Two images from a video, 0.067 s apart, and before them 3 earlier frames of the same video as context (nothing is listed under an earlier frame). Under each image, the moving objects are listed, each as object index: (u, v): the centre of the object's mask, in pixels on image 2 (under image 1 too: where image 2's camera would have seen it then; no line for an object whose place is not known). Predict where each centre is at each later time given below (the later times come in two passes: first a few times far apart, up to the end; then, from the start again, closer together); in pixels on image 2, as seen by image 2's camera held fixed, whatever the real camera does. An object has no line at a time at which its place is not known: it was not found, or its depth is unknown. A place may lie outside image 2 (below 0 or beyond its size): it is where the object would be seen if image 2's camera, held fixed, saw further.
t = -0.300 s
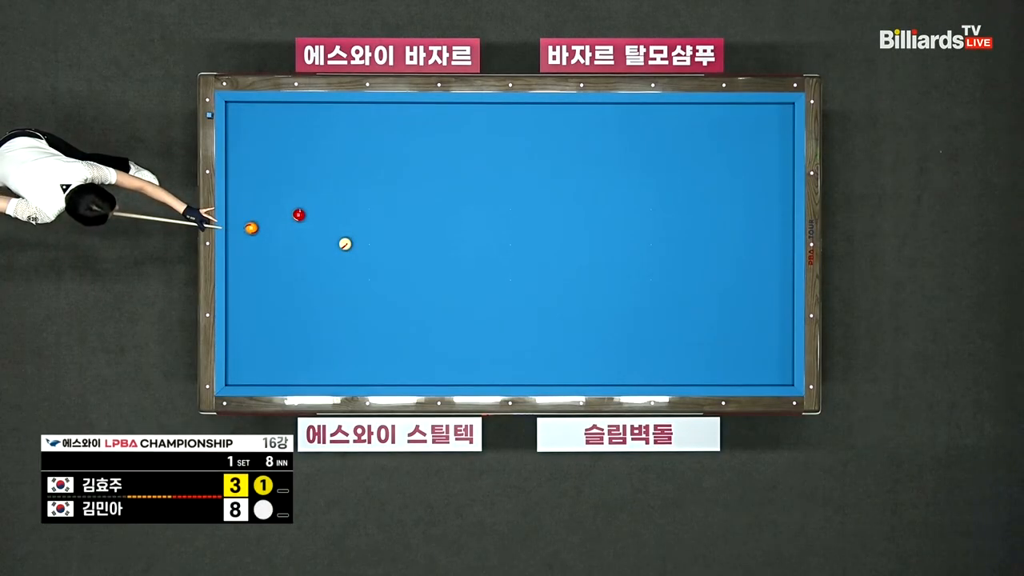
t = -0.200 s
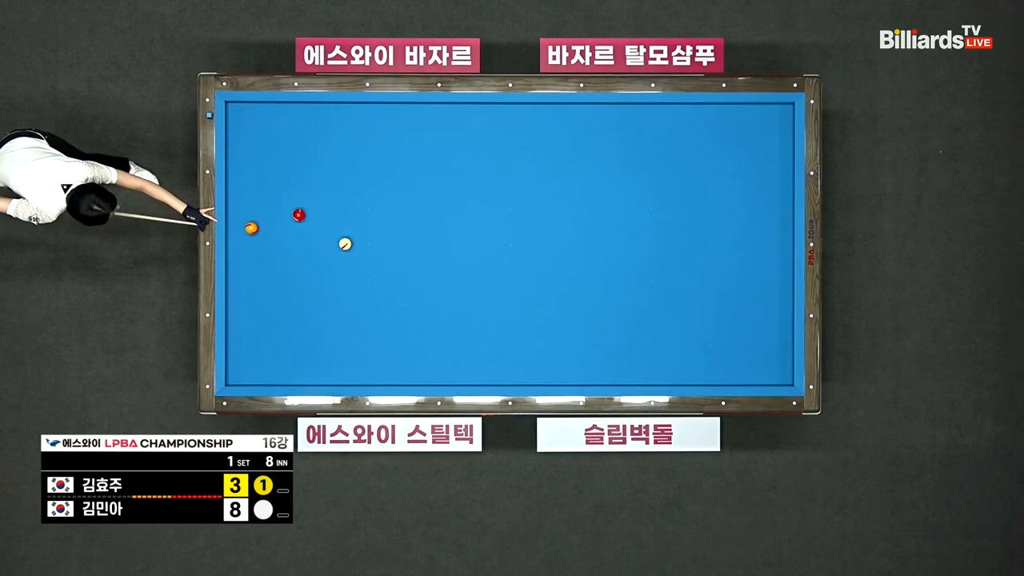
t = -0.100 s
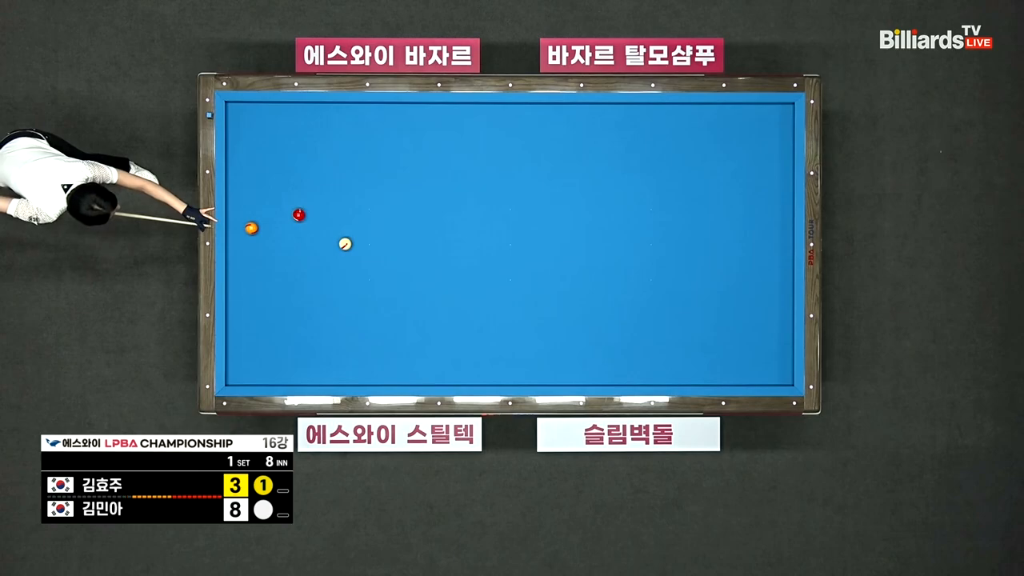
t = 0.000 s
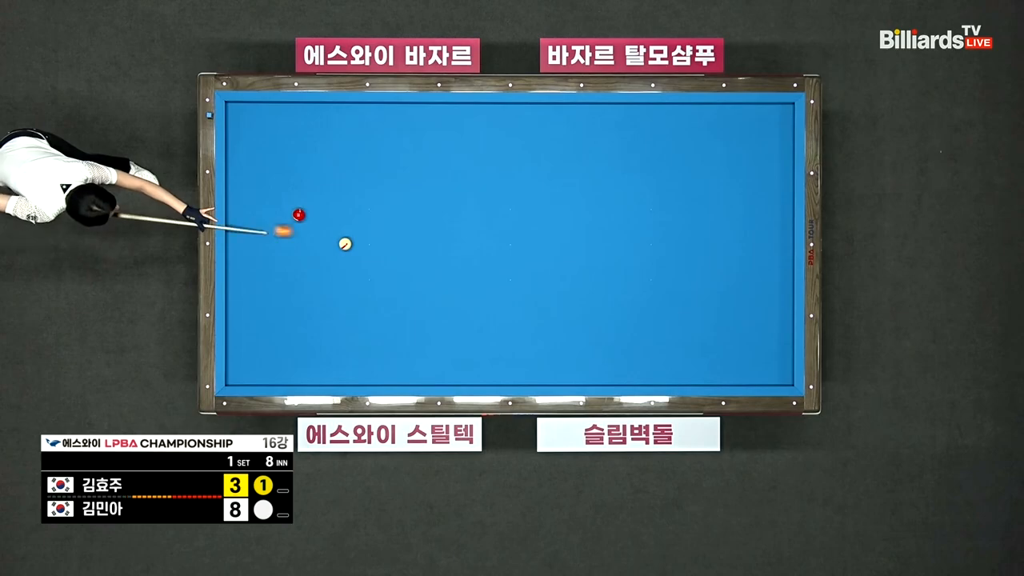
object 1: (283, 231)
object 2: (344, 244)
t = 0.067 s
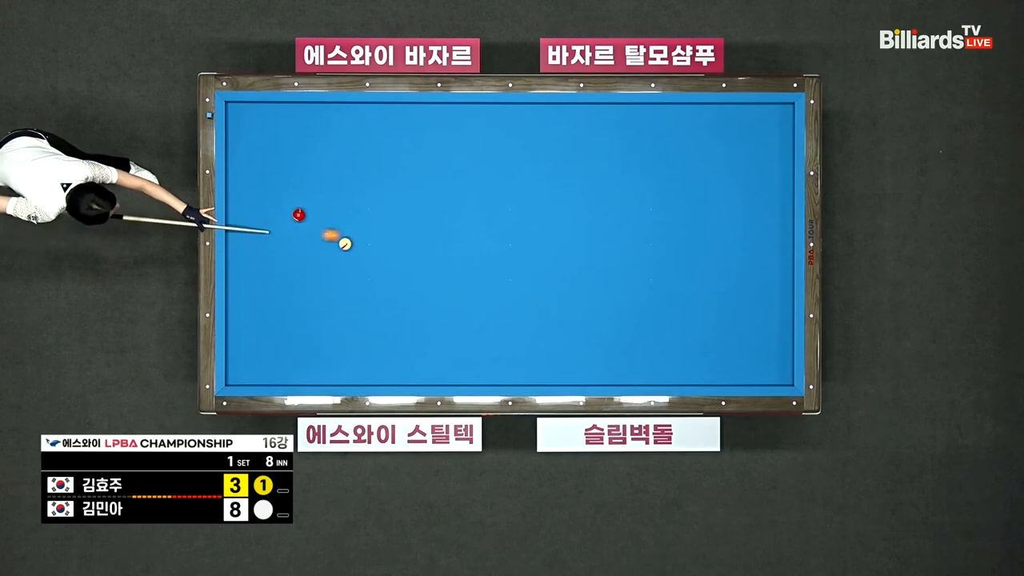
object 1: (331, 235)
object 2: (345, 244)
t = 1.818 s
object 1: (779, 187)
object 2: (786, 219)
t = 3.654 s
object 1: (611, 177)
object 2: (552, 141)
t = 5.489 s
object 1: (475, 168)
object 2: (368, 125)
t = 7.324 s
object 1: (372, 157)
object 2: (233, 152)
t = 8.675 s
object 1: (316, 147)
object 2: (280, 172)
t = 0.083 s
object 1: (339, 233)
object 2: (349, 247)
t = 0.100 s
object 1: (343, 228)
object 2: (356, 253)
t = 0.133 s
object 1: (353, 219)
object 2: (369, 264)
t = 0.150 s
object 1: (357, 214)
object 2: (376, 270)
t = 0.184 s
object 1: (366, 205)
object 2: (389, 281)
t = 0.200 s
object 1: (370, 201)
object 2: (396, 287)
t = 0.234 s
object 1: (379, 193)
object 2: (409, 297)
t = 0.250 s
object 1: (384, 189)
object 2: (415, 302)
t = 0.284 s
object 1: (392, 181)
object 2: (427, 313)
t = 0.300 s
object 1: (396, 177)
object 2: (433, 318)
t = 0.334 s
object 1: (405, 170)
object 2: (445, 328)
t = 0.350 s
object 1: (409, 166)
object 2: (451, 333)
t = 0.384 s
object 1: (417, 159)
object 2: (463, 342)
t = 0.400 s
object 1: (421, 156)
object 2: (468, 347)
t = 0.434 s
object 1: (429, 149)
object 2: (479, 357)
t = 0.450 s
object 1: (433, 146)
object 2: (485, 361)
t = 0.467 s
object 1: (437, 143)
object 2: (490, 366)
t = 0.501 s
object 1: (444, 137)
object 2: (500, 374)
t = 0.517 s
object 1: (448, 134)
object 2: (506, 378)
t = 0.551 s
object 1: (455, 129)
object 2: (514, 376)
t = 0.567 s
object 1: (459, 126)
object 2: (518, 373)
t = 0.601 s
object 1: (467, 120)
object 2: (525, 366)
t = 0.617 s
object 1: (470, 117)
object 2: (529, 363)
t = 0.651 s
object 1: (478, 112)
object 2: (536, 357)
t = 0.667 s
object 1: (481, 109)
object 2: (540, 353)
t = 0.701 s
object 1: (490, 112)
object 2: (547, 348)
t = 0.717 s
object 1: (495, 114)
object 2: (551, 345)
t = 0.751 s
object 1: (504, 119)
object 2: (558, 340)
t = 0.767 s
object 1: (509, 121)
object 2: (561, 338)
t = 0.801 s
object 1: (518, 125)
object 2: (568, 333)
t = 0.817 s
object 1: (523, 127)
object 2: (572, 331)
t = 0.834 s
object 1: (527, 129)
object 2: (576, 329)
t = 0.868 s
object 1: (536, 132)
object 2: (583, 324)
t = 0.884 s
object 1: (541, 133)
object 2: (586, 321)
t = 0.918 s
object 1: (550, 136)
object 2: (593, 317)
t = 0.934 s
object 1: (554, 138)
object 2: (597, 315)
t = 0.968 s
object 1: (563, 141)
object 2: (604, 310)
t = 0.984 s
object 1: (567, 142)
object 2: (607, 308)
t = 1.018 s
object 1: (576, 145)
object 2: (614, 303)
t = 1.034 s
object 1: (581, 146)
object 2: (618, 301)
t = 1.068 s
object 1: (589, 149)
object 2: (625, 296)
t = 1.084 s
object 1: (593, 150)
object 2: (629, 294)
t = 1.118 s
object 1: (602, 153)
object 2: (636, 289)
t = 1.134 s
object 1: (607, 155)
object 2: (639, 287)
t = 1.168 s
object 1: (615, 158)
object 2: (646, 283)
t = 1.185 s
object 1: (620, 159)
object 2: (650, 280)
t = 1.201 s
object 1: (624, 160)
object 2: (653, 278)
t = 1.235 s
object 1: (633, 163)
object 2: (660, 274)
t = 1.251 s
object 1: (638, 164)
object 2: (663, 271)
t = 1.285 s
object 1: (646, 167)
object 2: (671, 267)
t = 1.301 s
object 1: (651, 169)
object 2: (674, 265)
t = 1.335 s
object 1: (659, 171)
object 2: (681, 260)
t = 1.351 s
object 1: (664, 172)
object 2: (685, 258)
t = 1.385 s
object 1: (673, 175)
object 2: (692, 254)
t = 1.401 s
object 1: (677, 177)
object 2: (695, 252)
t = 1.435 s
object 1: (686, 179)
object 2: (702, 247)
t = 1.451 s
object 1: (690, 181)
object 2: (705, 244)
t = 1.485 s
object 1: (699, 184)
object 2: (712, 240)
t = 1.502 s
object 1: (703, 185)
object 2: (716, 238)
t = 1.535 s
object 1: (712, 188)
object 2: (722, 233)
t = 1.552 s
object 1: (716, 189)
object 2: (726, 231)
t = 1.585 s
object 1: (725, 192)
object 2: (732, 227)
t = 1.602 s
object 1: (729, 193)
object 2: (736, 225)
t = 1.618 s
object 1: (733, 194)
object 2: (740, 222)
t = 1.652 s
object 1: (742, 197)
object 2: (746, 218)
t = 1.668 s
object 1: (747, 199)
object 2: (750, 216)
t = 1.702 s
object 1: (755, 200)
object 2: (757, 213)
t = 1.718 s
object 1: (758, 197)
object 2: (761, 214)
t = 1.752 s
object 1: (765, 193)
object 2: (770, 216)
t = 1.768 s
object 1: (768, 192)
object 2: (774, 217)
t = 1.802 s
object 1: (775, 188)
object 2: (782, 218)
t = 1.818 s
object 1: (779, 187)
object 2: (786, 219)
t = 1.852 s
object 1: (786, 184)
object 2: (784, 218)
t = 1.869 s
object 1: (788, 183)
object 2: (780, 217)
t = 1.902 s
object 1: (783, 183)
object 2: (773, 216)
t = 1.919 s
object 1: (780, 183)
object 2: (770, 215)
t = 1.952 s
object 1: (774, 183)
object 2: (764, 214)
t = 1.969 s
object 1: (771, 183)
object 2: (761, 213)
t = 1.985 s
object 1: (768, 183)
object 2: (758, 212)
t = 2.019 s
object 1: (764, 183)
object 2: (753, 211)
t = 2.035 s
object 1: (761, 183)
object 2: (751, 210)
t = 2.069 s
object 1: (757, 183)
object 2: (746, 209)
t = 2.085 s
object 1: (754, 183)
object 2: (743, 208)
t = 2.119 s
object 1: (750, 183)
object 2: (739, 206)
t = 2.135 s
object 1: (749, 183)
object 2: (737, 205)
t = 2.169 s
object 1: (746, 183)
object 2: (732, 204)
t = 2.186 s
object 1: (744, 183)
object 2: (730, 203)
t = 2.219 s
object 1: (741, 183)
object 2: (726, 202)
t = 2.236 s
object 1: (739, 182)
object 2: (724, 201)
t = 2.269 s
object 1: (736, 182)
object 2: (720, 199)
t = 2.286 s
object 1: (734, 182)
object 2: (718, 199)
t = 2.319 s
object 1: (731, 182)
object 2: (713, 197)
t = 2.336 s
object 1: (729, 182)
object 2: (711, 196)
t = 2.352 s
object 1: (728, 182)
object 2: (709, 196)
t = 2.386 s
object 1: (724, 182)
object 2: (705, 194)
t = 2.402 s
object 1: (723, 182)
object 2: (703, 194)
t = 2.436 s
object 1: (720, 182)
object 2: (698, 192)
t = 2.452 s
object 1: (718, 182)
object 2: (696, 191)
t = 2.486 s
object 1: (715, 182)
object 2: (692, 190)
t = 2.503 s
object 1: (714, 182)
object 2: (690, 189)
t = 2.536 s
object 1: (710, 182)
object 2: (686, 188)
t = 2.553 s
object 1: (709, 182)
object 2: (684, 187)
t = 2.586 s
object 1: (706, 181)
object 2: (680, 185)
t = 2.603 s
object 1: (704, 181)
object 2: (678, 185)
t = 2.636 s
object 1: (701, 182)
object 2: (673, 183)
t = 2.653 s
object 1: (700, 181)
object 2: (671, 182)
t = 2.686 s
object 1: (696, 181)
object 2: (667, 181)
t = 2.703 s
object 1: (695, 181)
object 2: (665, 180)
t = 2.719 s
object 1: (693, 181)
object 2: (663, 180)
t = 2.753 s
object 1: (690, 181)
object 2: (659, 178)
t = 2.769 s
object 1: (688, 181)
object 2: (657, 177)
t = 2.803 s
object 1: (686, 180)
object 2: (653, 176)
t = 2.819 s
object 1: (684, 180)
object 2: (651, 175)
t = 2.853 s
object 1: (681, 180)
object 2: (647, 174)
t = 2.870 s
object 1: (679, 180)
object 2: (645, 173)
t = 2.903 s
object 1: (676, 180)
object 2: (640, 172)
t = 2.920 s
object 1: (675, 180)
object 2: (639, 171)
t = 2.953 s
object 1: (672, 180)
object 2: (634, 170)
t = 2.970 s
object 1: (670, 180)
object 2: (632, 169)
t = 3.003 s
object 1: (667, 180)
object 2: (628, 168)
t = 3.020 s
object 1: (666, 180)
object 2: (626, 167)
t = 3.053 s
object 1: (663, 180)
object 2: (622, 166)
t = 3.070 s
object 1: (662, 180)
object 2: (620, 165)
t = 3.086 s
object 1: (660, 180)
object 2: (618, 164)
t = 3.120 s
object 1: (657, 179)
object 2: (614, 163)
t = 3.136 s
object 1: (655, 179)
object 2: (612, 162)
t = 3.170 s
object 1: (653, 179)
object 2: (608, 160)
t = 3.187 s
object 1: (651, 179)
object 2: (606, 160)
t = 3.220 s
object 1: (648, 179)
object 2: (602, 159)
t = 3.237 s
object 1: (647, 179)
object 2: (600, 158)
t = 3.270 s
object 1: (644, 179)
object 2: (596, 156)
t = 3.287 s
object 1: (643, 179)
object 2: (594, 156)
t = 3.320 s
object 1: (640, 179)
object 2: (591, 154)
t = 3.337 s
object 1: (638, 179)
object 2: (588, 154)
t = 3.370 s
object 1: (635, 179)
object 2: (584, 152)
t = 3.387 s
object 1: (634, 179)
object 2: (583, 151)
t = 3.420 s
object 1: (631, 178)
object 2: (579, 150)
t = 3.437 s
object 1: (630, 178)
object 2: (577, 149)
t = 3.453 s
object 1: (628, 178)
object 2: (574, 149)
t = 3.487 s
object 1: (625, 178)
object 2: (571, 147)
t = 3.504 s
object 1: (624, 178)
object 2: (569, 147)
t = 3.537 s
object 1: (621, 178)
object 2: (565, 146)
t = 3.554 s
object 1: (619, 178)
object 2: (563, 145)
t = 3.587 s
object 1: (617, 178)
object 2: (559, 144)
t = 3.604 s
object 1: (615, 178)
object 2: (557, 143)
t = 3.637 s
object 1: (613, 177)
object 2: (554, 141)
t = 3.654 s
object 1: (611, 177)
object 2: (552, 141)
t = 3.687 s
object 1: (608, 177)
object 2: (548, 140)
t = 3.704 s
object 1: (607, 177)
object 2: (546, 139)
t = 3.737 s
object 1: (604, 177)
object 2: (542, 138)
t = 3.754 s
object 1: (603, 177)
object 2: (540, 137)
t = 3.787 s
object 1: (600, 177)
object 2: (536, 136)
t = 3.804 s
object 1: (599, 177)
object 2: (534, 135)
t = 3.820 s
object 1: (598, 177)
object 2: (533, 134)
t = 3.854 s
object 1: (595, 176)
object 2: (529, 133)
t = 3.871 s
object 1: (594, 176)
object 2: (527, 132)
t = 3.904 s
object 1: (591, 176)
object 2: (523, 131)
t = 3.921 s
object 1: (589, 176)
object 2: (521, 130)
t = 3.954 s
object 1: (587, 176)
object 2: (517, 129)
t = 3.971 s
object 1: (585, 176)
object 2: (516, 128)
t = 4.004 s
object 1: (583, 176)
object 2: (512, 127)
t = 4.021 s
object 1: (582, 176)
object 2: (510, 127)
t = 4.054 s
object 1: (579, 175)
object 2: (506, 125)
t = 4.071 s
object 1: (577, 175)
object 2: (505, 125)
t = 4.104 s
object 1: (575, 175)
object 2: (501, 123)
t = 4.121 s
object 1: (573, 175)
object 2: (499, 123)
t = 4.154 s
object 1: (571, 175)
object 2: (496, 122)
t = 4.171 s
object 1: (570, 175)
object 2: (493, 121)
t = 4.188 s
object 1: (568, 175)
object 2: (491, 120)
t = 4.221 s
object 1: (566, 175)
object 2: (488, 119)
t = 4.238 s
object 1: (564, 175)
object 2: (486, 119)
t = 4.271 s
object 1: (562, 174)
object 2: (482, 117)
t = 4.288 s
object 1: (561, 174)
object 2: (481, 117)
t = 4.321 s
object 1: (558, 174)
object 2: (477, 115)
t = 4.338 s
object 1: (557, 174)
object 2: (475, 115)
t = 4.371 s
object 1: (554, 174)
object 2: (472, 114)
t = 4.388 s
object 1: (553, 174)
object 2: (470, 113)
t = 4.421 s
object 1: (550, 173)
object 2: (466, 112)
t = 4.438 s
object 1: (549, 173)
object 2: (465, 111)
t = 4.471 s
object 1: (547, 173)
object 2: (461, 110)
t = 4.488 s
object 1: (545, 173)
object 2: (459, 109)
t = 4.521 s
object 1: (543, 173)
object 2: (456, 108)
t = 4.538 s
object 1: (542, 173)
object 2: (454, 109)
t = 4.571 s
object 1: (539, 173)
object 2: (451, 109)
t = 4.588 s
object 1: (538, 173)
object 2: (449, 109)
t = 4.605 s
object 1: (537, 173)
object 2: (448, 110)
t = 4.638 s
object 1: (534, 172)
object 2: (445, 110)
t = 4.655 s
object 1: (533, 172)
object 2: (443, 110)
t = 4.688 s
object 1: (531, 172)
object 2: (440, 111)
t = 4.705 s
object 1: (529, 172)
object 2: (438, 112)
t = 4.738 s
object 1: (527, 172)
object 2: (435, 112)
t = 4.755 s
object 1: (526, 172)
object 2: (434, 113)
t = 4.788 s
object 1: (523, 172)
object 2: (431, 113)
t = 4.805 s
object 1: (522, 172)
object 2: (429, 113)
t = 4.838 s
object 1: (520, 171)
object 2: (426, 114)
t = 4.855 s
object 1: (518, 171)
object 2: (424, 114)
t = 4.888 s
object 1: (516, 171)
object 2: (421, 115)
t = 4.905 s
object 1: (515, 171)
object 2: (420, 115)
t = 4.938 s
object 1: (513, 171)
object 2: (417, 116)
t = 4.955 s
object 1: (511, 171)
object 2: (415, 116)
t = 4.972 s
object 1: (510, 171)
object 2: (414, 116)
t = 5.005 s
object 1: (508, 171)
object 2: (411, 117)
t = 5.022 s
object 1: (507, 170)
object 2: (409, 117)
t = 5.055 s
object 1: (504, 170)
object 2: (406, 118)
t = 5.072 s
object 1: (503, 170)
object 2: (405, 118)
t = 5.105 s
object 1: (501, 170)
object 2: (402, 119)
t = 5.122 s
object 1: (500, 170)
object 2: (400, 119)
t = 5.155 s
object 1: (498, 170)
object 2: (397, 119)
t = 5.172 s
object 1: (496, 170)
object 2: (396, 120)
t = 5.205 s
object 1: (494, 170)
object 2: (393, 120)
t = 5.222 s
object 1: (493, 170)
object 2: (391, 121)
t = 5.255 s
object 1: (491, 169)
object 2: (388, 121)
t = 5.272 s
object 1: (490, 169)
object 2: (387, 122)
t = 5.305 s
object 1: (487, 169)
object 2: (384, 122)
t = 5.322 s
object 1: (486, 169)
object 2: (382, 122)
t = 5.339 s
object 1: (485, 169)
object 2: (381, 123)
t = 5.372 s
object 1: (483, 169)
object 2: (378, 123)
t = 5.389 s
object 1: (482, 169)
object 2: (377, 123)
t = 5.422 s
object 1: (480, 169)
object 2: (374, 124)
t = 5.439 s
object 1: (479, 168)
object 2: (372, 124)
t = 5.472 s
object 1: (476, 168)
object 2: (369, 125)
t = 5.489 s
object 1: (475, 168)
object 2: (368, 125)
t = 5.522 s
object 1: (473, 168)
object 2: (365, 126)
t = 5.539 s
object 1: (472, 168)
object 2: (364, 126)
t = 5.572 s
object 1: (470, 168)
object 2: (361, 126)
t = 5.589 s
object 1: (469, 168)
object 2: (359, 127)
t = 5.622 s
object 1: (467, 168)
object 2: (357, 127)
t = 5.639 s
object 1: (466, 167)
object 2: (355, 128)
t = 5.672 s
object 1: (463, 167)
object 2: (352, 128)
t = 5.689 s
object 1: (462, 167)
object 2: (351, 128)
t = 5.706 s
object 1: (461, 167)
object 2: (350, 129)
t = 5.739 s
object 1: (459, 167)
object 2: (347, 129)
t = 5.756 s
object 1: (458, 167)
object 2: (345, 130)
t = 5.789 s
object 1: (456, 166)
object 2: (343, 130)
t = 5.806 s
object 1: (455, 167)
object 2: (341, 130)
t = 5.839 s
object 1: (453, 166)
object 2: (338, 130)
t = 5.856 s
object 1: (452, 166)
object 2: (337, 131)
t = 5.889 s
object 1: (450, 166)
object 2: (334, 131)
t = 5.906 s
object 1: (449, 166)
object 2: (333, 132)
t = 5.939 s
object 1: (447, 166)
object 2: (331, 132)
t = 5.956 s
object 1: (446, 166)
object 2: (329, 132)
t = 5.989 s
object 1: (444, 165)
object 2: (326, 133)
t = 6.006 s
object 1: (443, 165)
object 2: (325, 133)
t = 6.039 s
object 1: (441, 165)
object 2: (322, 134)
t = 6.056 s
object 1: (440, 165)
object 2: (321, 134)
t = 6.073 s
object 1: (439, 165)
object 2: (320, 134)
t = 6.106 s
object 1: (437, 165)
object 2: (317, 135)
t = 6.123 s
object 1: (436, 165)
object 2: (316, 135)
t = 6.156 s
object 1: (434, 164)
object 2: (313, 135)
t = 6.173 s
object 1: (433, 164)
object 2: (312, 136)
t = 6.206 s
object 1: (431, 164)
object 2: (309, 136)
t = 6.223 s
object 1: (430, 164)
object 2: (308, 136)
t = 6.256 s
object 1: (428, 164)
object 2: (305, 137)
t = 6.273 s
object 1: (427, 164)
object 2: (304, 137)
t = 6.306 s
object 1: (425, 163)
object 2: (301, 138)
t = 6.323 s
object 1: (424, 163)
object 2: (300, 138)
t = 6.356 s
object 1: (422, 163)
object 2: (298, 138)
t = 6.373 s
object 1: (421, 163)
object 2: (296, 138)
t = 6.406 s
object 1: (420, 163)
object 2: (294, 139)
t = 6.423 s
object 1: (418, 163)
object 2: (292, 139)
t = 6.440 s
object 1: (418, 163)
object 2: (291, 140)
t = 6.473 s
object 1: (416, 162)
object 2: (289, 140)
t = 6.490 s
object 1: (415, 162)
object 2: (287, 140)
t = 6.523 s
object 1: (413, 162)
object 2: (285, 141)
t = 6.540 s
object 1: (412, 162)
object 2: (284, 141)
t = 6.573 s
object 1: (410, 162)
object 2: (281, 142)
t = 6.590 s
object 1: (409, 162)
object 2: (280, 142)
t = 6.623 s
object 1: (407, 162)
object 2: (277, 142)
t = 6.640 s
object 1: (406, 162)
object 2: (276, 142)
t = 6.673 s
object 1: (405, 161)
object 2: (273, 143)
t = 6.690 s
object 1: (404, 161)
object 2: (272, 143)
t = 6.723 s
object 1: (402, 161)
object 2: (270, 143)
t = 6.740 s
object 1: (401, 161)
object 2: (269, 144)
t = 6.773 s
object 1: (399, 161)
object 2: (266, 144)
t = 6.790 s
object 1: (399, 160)
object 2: (265, 145)
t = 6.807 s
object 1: (398, 160)
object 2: (264, 145)
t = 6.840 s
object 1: (396, 160)
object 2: (261, 145)
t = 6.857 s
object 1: (395, 160)
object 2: (260, 145)
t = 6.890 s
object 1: (394, 160)
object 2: (258, 146)
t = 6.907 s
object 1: (393, 160)
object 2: (256, 146)
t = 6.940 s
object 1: (391, 159)
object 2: (254, 147)
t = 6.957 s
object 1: (390, 159)
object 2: (253, 147)
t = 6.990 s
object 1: (388, 159)
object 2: (251, 147)
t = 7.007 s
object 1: (387, 159)
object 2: (249, 147)
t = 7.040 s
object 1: (386, 159)
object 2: (247, 148)
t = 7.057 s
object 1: (385, 159)
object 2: (246, 148)
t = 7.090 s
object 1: (383, 159)
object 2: (243, 149)
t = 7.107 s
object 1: (382, 158)
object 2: (242, 149)
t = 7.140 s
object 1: (381, 158)
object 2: (240, 149)
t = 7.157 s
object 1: (380, 158)
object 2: (239, 150)
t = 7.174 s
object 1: (379, 158)
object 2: (237, 150)
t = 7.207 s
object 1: (377, 158)
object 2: (235, 150)
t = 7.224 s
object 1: (376, 158)
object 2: (234, 151)
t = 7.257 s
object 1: (375, 157)
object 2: (232, 151)
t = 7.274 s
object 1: (374, 157)
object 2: (231, 151)
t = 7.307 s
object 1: (373, 157)
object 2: (232, 152)
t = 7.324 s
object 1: (372, 157)
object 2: (233, 152)
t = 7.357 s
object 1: (370, 157)
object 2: (235, 153)
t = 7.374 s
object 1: (369, 157)
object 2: (235, 153)
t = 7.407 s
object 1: (367, 156)
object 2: (237, 153)
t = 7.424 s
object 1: (367, 156)
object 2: (237, 154)
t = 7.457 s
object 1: (365, 156)
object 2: (238, 154)
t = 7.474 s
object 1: (364, 156)
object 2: (239, 154)
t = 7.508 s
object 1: (363, 156)
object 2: (240, 155)
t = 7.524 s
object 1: (362, 156)
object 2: (241, 155)
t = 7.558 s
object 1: (360, 155)
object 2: (242, 156)
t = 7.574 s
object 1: (360, 155)
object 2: (243, 156)
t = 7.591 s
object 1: (359, 155)
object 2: (243, 156)
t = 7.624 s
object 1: (358, 155)
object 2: (245, 157)
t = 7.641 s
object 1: (357, 155)
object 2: (245, 157)
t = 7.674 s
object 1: (355, 155)
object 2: (247, 158)
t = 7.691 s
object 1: (355, 154)
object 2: (247, 158)
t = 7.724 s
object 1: (353, 154)
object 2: (249, 159)
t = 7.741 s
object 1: (352, 154)
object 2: (249, 159)
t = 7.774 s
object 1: (351, 154)
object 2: (251, 160)
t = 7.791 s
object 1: (350, 154)
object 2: (251, 160)
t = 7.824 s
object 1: (349, 154)
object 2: (252, 160)
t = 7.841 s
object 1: (348, 153)
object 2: (253, 160)
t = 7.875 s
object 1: (347, 153)
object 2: (254, 161)
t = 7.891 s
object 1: (346, 153)
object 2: (255, 161)
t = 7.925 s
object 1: (344, 153)
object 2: (256, 162)
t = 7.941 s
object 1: (344, 153)
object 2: (256, 162)
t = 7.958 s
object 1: (343, 153)
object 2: (257, 162)
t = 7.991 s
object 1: (342, 153)
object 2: (258, 163)
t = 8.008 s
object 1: (341, 153)
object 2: (259, 163)
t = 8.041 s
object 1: (340, 152)
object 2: (260, 163)
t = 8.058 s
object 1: (339, 152)
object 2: (261, 164)
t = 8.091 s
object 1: (338, 152)
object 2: (262, 164)
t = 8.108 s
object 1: (337, 152)
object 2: (262, 165)
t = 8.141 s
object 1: (336, 152)
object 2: (263, 165)
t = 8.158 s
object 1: (335, 151)
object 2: (264, 165)
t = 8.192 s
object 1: (334, 151)
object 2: (265, 166)
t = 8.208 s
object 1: (333, 151)
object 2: (266, 166)
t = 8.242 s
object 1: (332, 151)
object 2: (267, 166)
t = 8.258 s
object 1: (331, 150)
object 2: (267, 166)
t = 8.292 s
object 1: (330, 150)
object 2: (269, 167)
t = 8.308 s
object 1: (329, 150)
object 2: (269, 167)
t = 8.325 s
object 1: (328, 150)
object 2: (270, 167)
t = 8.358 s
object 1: (327, 150)
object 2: (271, 168)
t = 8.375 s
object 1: (327, 150)
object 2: (271, 168)
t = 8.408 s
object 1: (325, 149)
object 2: (272, 169)
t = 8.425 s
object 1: (325, 149)
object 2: (273, 169)
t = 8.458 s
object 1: (323, 149)
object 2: (274, 169)
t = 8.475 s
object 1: (323, 149)
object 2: (274, 169)
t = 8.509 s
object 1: (322, 149)
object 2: (275, 170)
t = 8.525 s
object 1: (321, 148)
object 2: (276, 170)
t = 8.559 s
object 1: (320, 148)
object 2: (277, 170)
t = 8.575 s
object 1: (319, 148)
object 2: (277, 170)
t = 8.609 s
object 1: (318, 148)
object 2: (278, 171)
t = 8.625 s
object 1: (317, 148)
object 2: (279, 171)
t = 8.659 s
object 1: (316, 148)
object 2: (280, 171)
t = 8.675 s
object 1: (316, 147)
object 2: (280, 172)
